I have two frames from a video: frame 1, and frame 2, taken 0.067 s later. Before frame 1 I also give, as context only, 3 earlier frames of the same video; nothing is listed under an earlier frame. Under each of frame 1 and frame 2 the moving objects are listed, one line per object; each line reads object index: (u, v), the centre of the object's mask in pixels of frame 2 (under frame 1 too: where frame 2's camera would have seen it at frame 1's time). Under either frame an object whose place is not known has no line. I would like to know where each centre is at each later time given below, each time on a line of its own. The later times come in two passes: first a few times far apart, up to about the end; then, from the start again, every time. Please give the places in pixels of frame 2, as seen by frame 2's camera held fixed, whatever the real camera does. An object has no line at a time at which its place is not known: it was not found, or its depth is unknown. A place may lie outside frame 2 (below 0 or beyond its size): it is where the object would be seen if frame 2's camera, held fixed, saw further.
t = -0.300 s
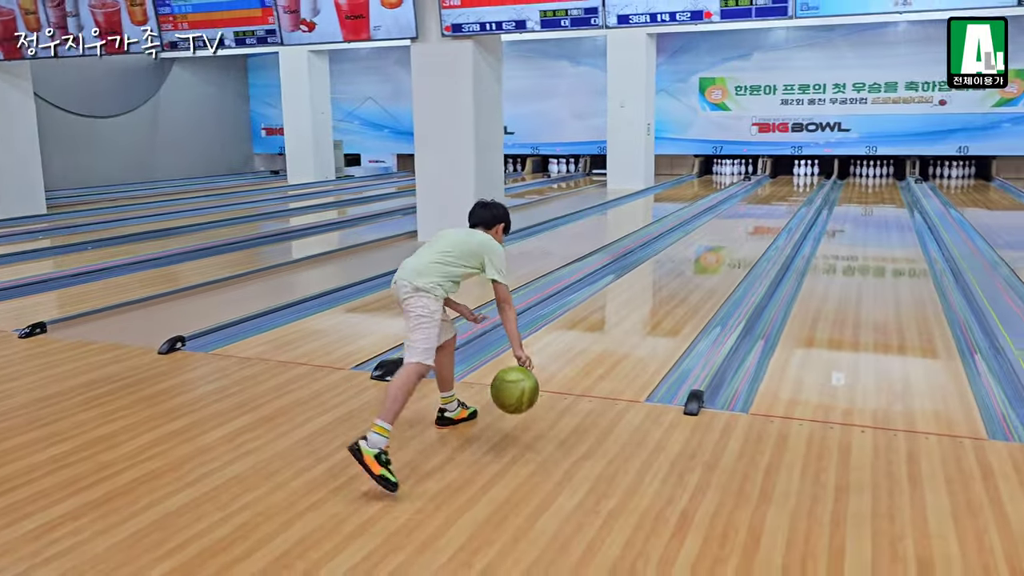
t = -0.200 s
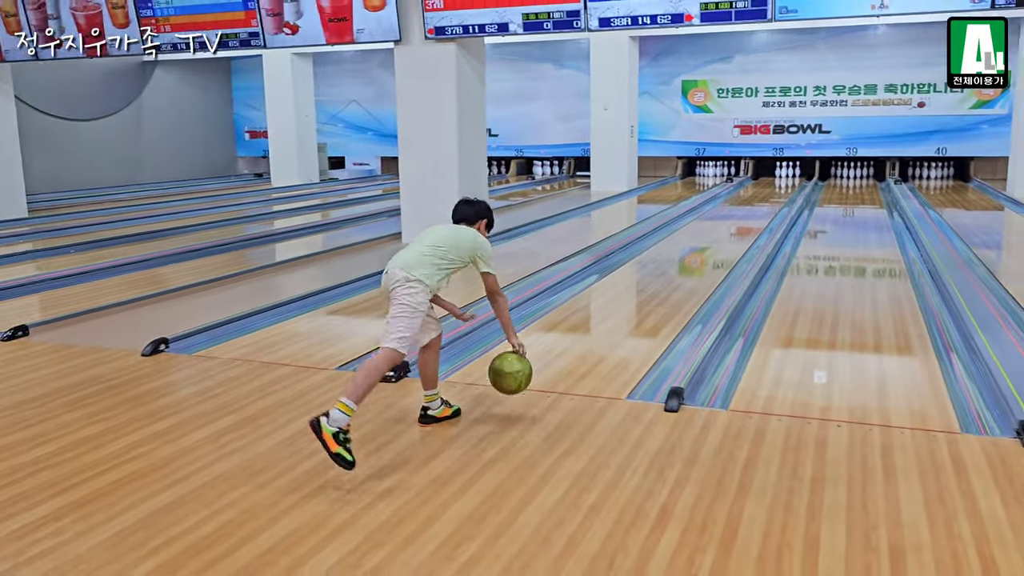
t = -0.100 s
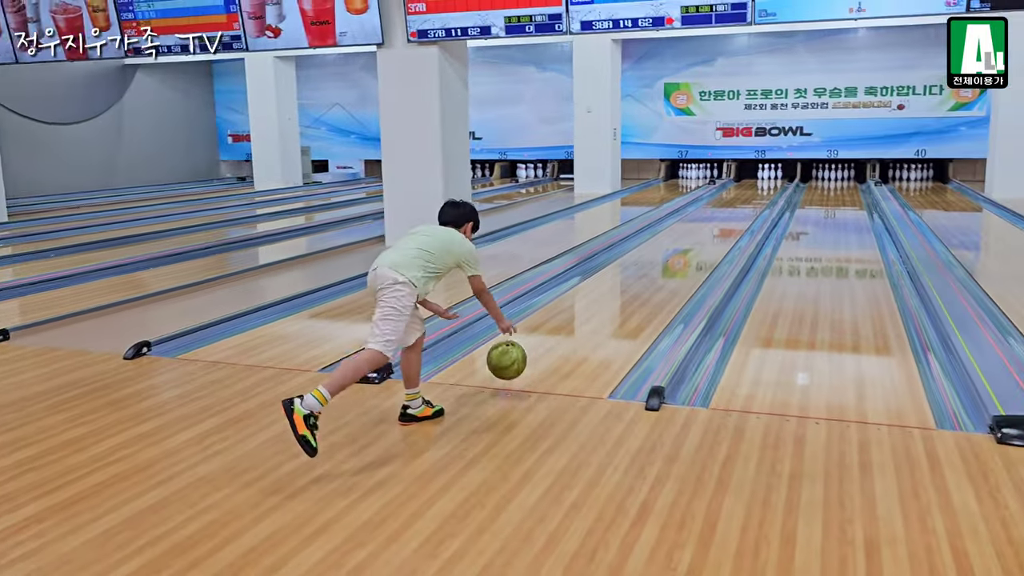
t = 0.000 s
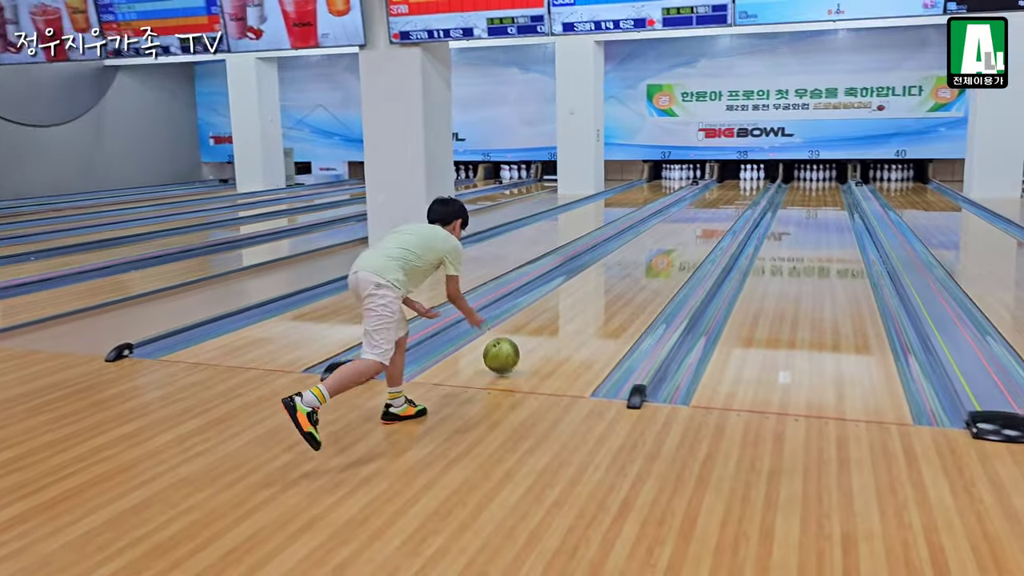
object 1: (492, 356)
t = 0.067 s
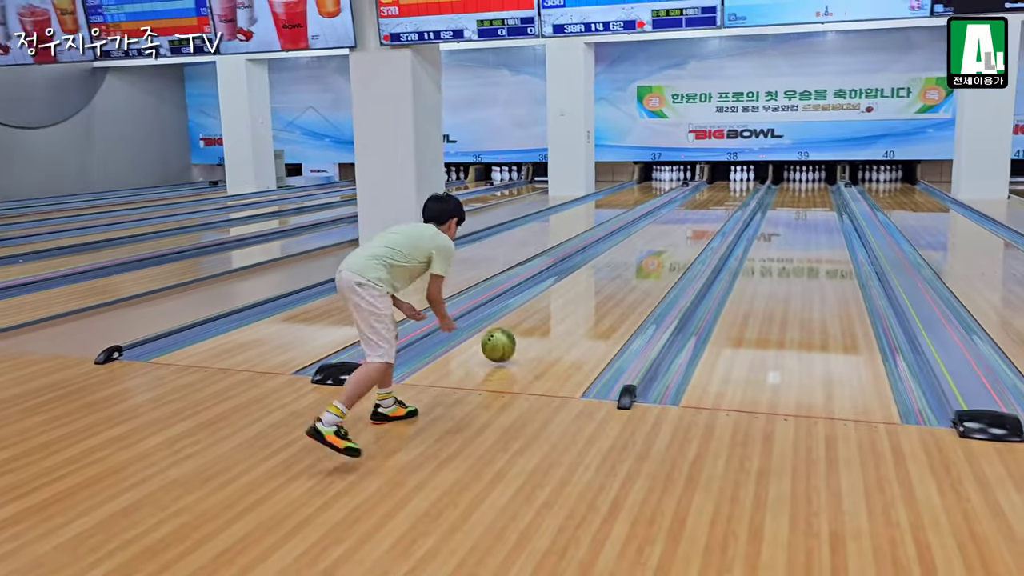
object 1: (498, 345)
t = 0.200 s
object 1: (510, 328)
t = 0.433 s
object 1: (526, 303)
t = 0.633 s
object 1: (536, 286)
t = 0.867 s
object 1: (545, 274)
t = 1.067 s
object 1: (566, 265)
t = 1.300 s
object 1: (582, 256)
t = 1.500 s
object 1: (594, 248)
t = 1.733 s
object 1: (607, 241)
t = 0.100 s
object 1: (502, 342)
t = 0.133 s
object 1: (504, 338)
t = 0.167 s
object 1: (507, 333)
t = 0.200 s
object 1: (510, 328)
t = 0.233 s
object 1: (512, 324)
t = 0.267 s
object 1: (515, 320)
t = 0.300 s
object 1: (517, 317)
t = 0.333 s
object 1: (520, 313)
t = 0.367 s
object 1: (522, 309)
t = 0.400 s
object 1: (524, 306)
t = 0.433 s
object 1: (526, 303)
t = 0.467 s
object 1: (528, 300)
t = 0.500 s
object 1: (529, 297)
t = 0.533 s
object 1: (531, 294)
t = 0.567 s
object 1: (533, 291)
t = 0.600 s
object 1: (534, 288)
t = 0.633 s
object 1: (536, 286)
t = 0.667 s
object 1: (537, 283)
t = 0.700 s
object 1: (538, 281)
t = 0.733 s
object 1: (539, 280)
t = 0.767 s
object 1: (540, 279)
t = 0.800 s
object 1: (541, 279)
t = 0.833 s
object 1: (543, 278)
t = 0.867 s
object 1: (545, 274)
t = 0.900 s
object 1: (548, 271)
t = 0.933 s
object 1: (551, 270)
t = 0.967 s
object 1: (555, 270)
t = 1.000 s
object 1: (559, 269)
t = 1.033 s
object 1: (563, 267)
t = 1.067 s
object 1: (566, 265)
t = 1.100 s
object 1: (568, 263)
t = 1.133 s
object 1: (570, 263)
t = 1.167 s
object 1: (572, 261)
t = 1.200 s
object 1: (575, 260)
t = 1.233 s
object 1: (577, 258)
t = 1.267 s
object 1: (580, 257)
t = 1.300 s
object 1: (582, 256)
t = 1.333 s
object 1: (585, 254)
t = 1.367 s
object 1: (587, 253)
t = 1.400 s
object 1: (588, 252)
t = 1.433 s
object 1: (590, 251)
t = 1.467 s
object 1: (592, 249)
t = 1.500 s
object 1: (594, 248)
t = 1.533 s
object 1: (596, 247)
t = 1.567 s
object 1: (599, 246)
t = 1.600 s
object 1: (600, 245)
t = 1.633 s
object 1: (602, 244)
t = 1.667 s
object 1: (604, 243)
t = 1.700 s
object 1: (605, 242)
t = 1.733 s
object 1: (607, 241)
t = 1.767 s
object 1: (609, 240)
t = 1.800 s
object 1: (610, 239)
